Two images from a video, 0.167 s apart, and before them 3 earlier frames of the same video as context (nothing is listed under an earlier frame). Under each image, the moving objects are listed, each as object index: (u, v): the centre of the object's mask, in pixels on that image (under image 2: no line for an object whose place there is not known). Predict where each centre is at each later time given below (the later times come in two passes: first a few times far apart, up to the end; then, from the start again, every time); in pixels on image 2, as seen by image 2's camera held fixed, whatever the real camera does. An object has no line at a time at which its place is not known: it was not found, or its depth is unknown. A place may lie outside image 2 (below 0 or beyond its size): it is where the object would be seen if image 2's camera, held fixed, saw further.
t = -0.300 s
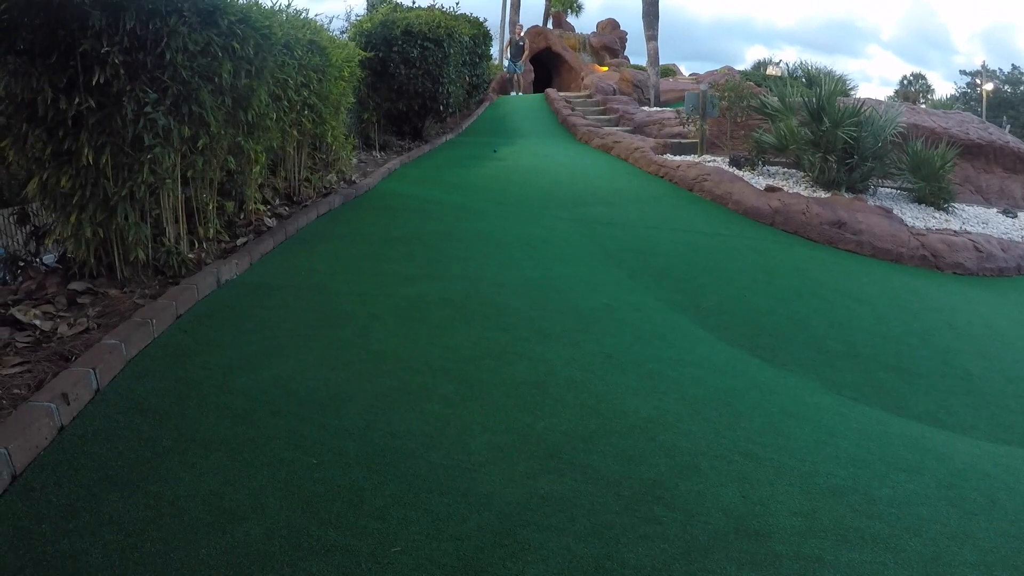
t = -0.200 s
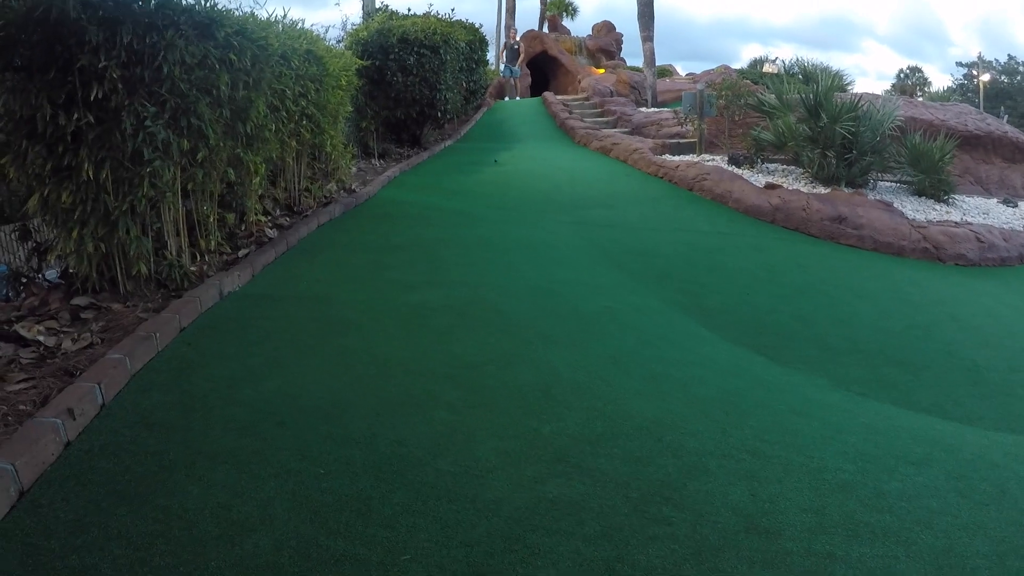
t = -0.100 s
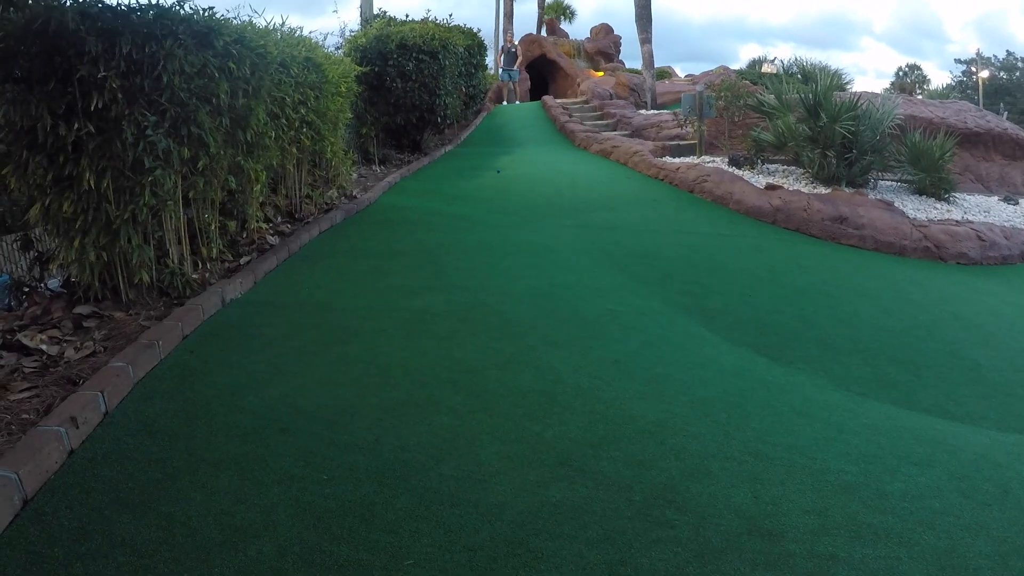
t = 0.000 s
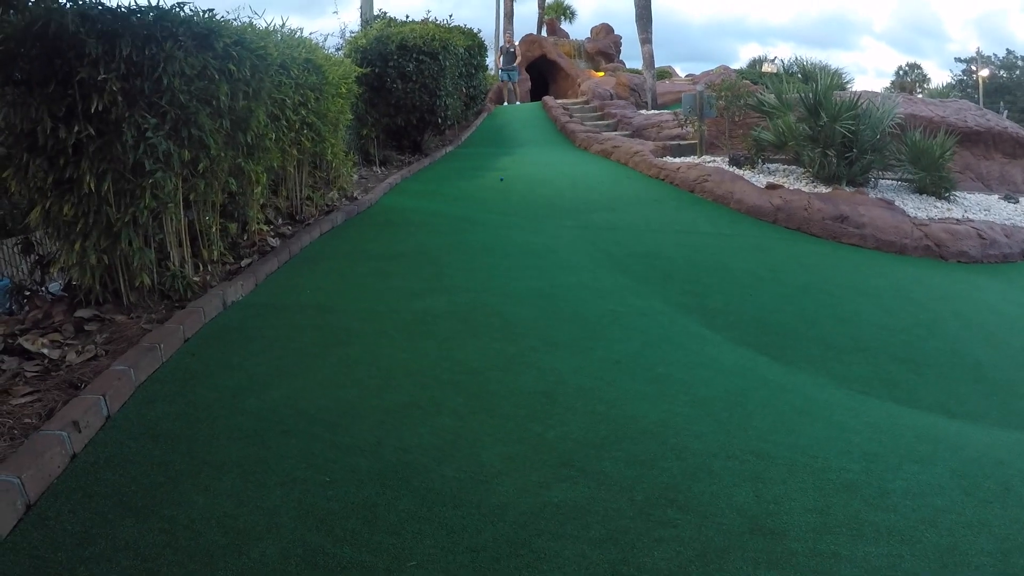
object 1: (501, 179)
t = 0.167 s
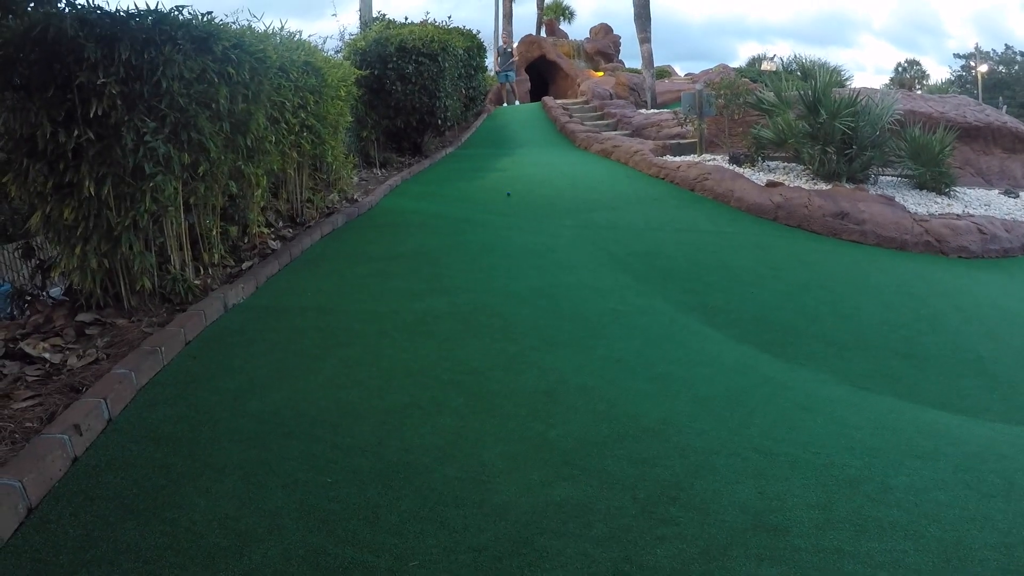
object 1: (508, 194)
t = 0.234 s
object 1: (512, 201)
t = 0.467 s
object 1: (529, 231)
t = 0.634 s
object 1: (551, 253)
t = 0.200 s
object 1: (510, 198)
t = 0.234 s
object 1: (512, 201)
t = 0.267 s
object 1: (513, 206)
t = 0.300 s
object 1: (516, 209)
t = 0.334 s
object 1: (518, 214)
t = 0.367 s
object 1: (520, 217)
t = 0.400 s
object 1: (522, 222)
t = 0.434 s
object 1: (525, 226)
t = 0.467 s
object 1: (529, 231)
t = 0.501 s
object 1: (532, 235)
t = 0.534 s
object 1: (537, 239)
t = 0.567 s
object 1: (541, 243)
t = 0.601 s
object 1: (546, 248)
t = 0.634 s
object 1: (551, 253)
